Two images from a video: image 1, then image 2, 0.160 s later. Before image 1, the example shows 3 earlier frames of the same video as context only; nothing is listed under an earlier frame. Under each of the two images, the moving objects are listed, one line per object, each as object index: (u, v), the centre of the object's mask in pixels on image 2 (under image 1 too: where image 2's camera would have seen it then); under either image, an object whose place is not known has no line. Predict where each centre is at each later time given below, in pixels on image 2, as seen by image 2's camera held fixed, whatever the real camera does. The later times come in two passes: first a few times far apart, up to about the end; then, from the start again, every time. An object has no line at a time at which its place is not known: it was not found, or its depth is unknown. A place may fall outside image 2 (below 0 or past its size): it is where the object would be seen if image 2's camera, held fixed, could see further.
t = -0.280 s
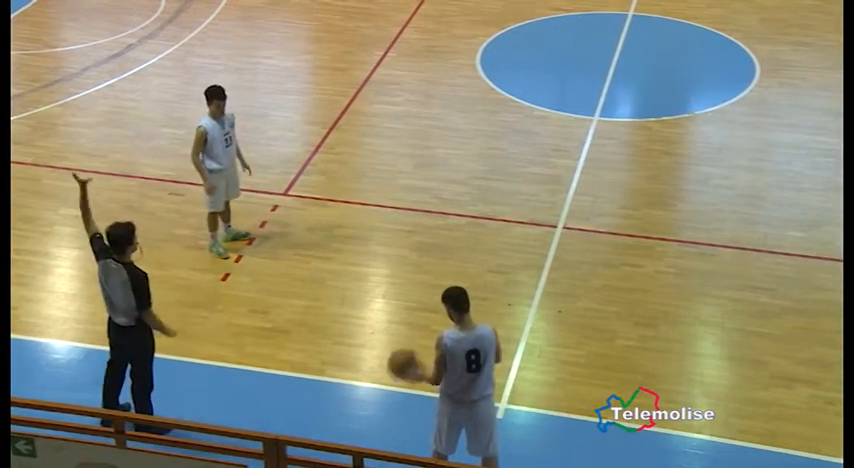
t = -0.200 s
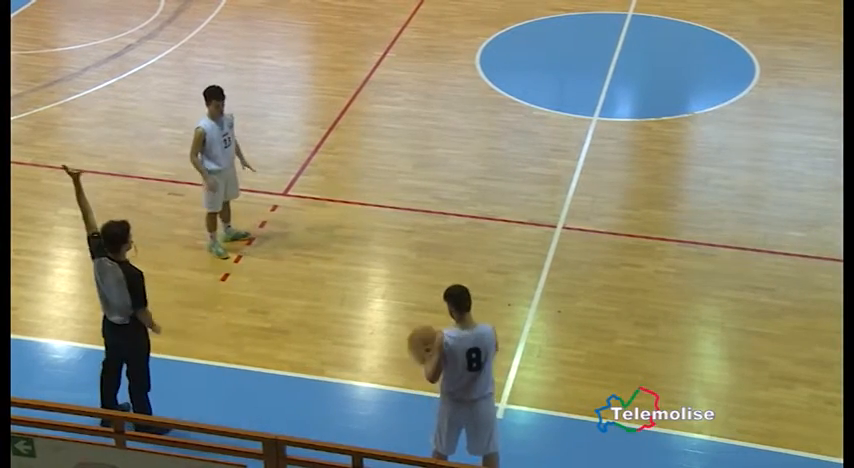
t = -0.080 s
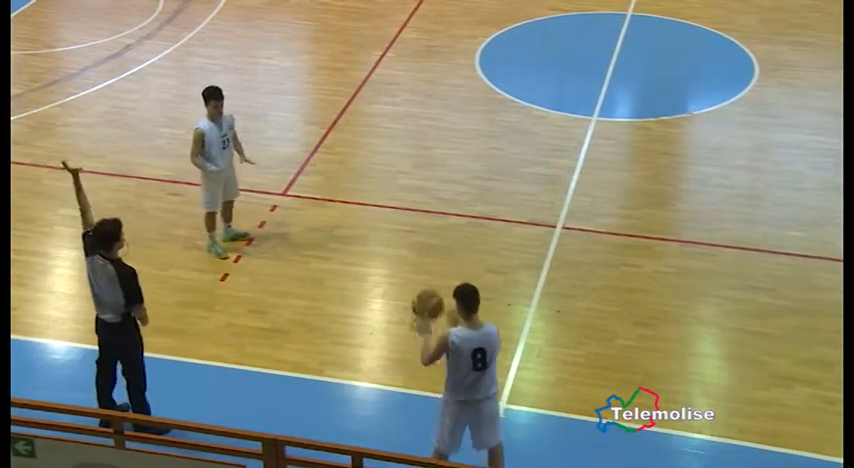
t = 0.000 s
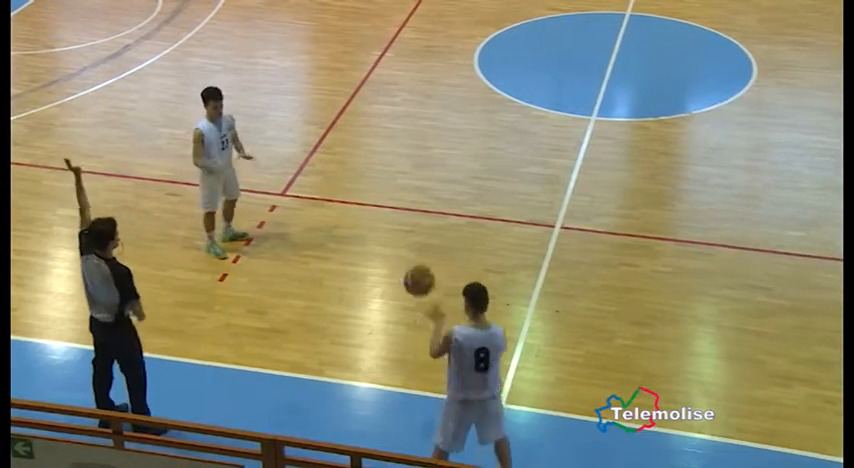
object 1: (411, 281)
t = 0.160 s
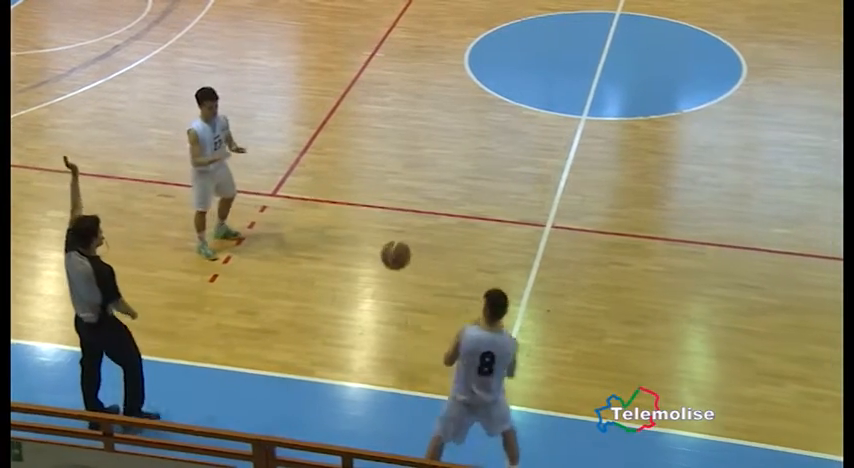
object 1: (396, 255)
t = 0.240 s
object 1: (389, 253)
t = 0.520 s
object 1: (370, 283)
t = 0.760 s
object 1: (362, 199)
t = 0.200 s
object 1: (393, 253)
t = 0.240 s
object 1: (389, 253)
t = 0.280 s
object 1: (386, 254)
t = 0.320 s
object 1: (384, 257)
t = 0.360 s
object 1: (381, 261)
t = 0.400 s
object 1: (377, 267)
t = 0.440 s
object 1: (375, 273)
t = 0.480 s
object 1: (372, 281)
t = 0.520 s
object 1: (370, 283)
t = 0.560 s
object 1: (369, 266)
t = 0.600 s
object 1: (367, 250)
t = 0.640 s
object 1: (367, 236)
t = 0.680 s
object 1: (365, 222)
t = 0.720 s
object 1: (363, 209)
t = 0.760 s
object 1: (362, 199)
